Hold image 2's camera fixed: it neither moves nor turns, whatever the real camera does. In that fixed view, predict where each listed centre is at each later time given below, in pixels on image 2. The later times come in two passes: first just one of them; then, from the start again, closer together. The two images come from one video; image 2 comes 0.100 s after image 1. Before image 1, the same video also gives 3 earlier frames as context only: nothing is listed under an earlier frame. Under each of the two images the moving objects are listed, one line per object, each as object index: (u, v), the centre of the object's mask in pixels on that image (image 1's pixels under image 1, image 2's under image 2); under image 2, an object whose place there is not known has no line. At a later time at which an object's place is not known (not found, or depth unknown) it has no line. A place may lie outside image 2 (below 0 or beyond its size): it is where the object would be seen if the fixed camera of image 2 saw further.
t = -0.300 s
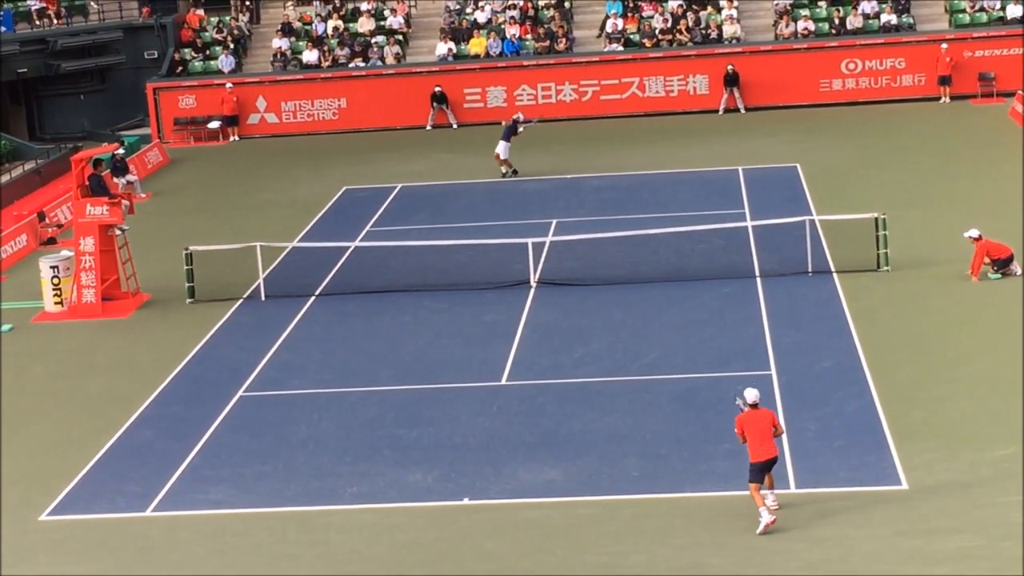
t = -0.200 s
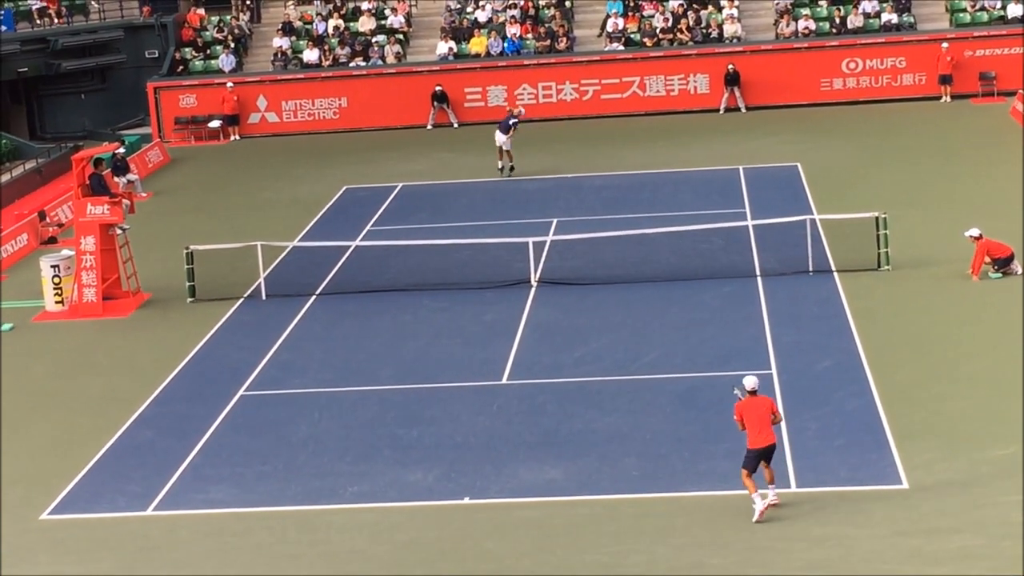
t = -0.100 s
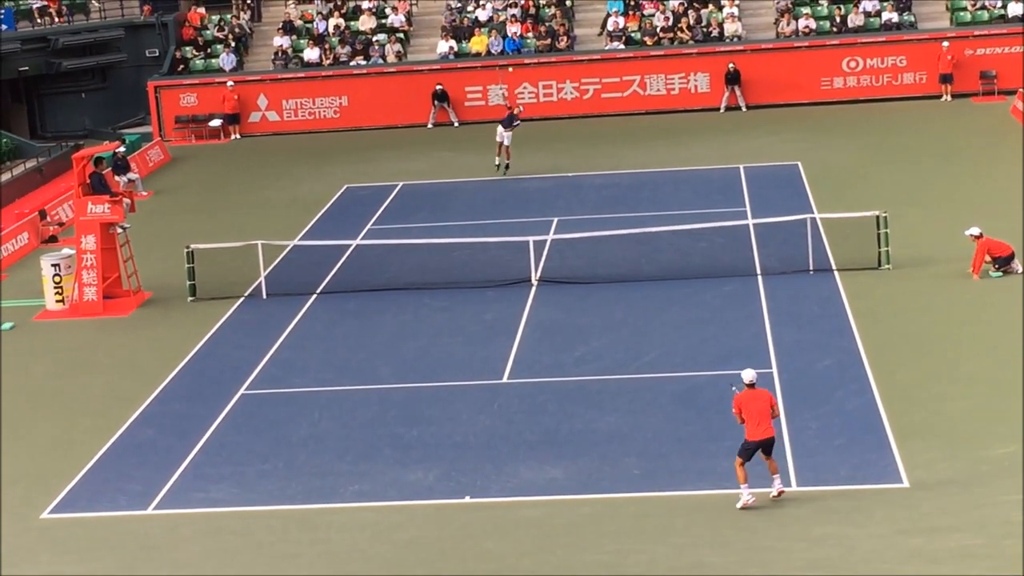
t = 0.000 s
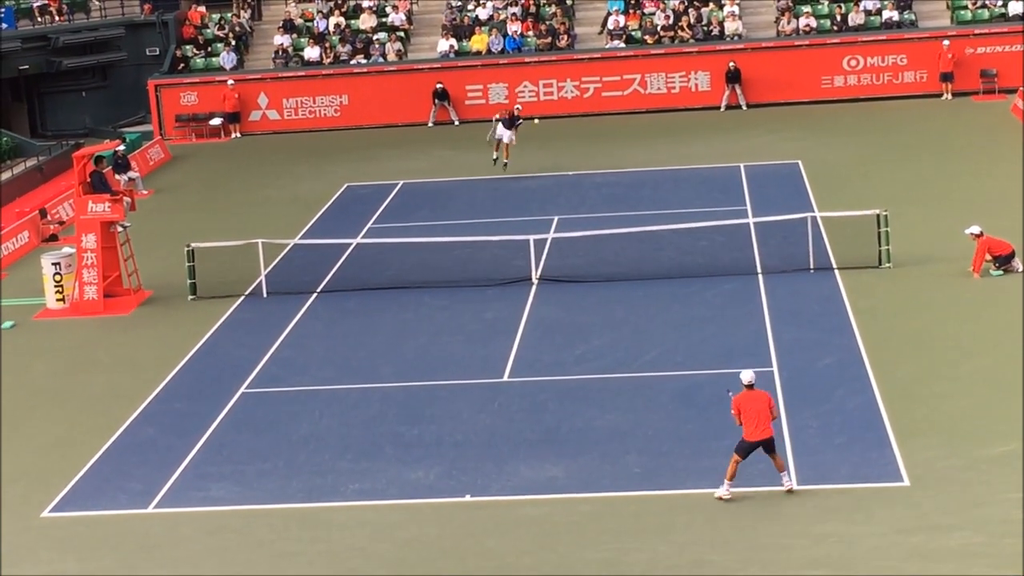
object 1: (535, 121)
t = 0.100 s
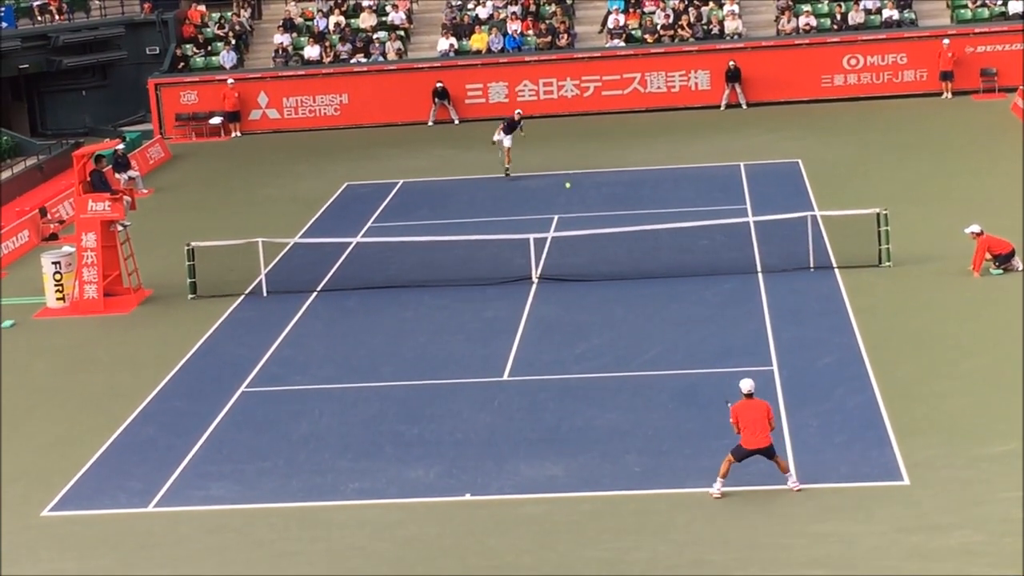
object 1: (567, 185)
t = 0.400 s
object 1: (678, 335)
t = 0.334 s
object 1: (655, 333)
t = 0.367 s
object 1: (666, 333)
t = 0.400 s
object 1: (678, 335)
